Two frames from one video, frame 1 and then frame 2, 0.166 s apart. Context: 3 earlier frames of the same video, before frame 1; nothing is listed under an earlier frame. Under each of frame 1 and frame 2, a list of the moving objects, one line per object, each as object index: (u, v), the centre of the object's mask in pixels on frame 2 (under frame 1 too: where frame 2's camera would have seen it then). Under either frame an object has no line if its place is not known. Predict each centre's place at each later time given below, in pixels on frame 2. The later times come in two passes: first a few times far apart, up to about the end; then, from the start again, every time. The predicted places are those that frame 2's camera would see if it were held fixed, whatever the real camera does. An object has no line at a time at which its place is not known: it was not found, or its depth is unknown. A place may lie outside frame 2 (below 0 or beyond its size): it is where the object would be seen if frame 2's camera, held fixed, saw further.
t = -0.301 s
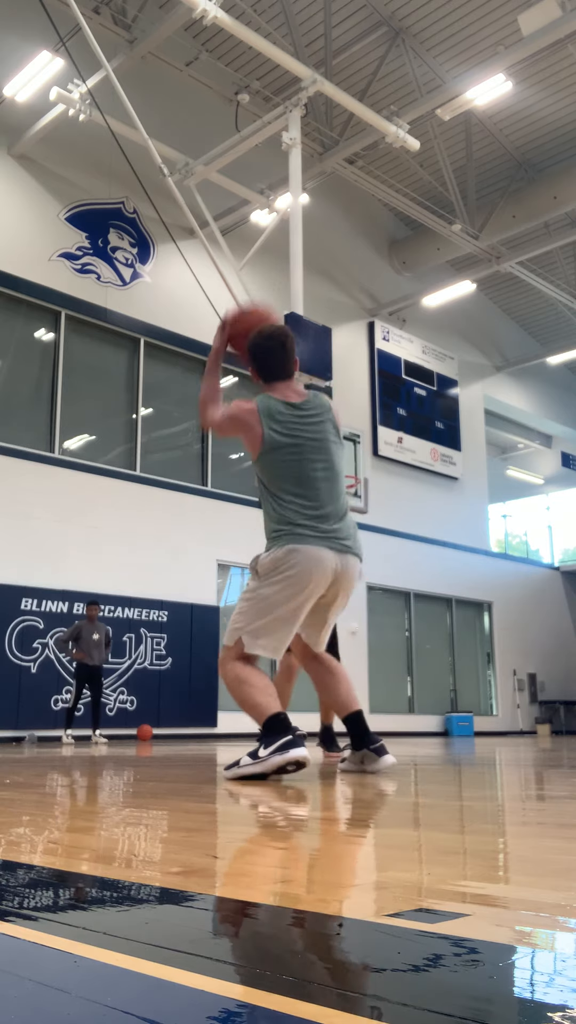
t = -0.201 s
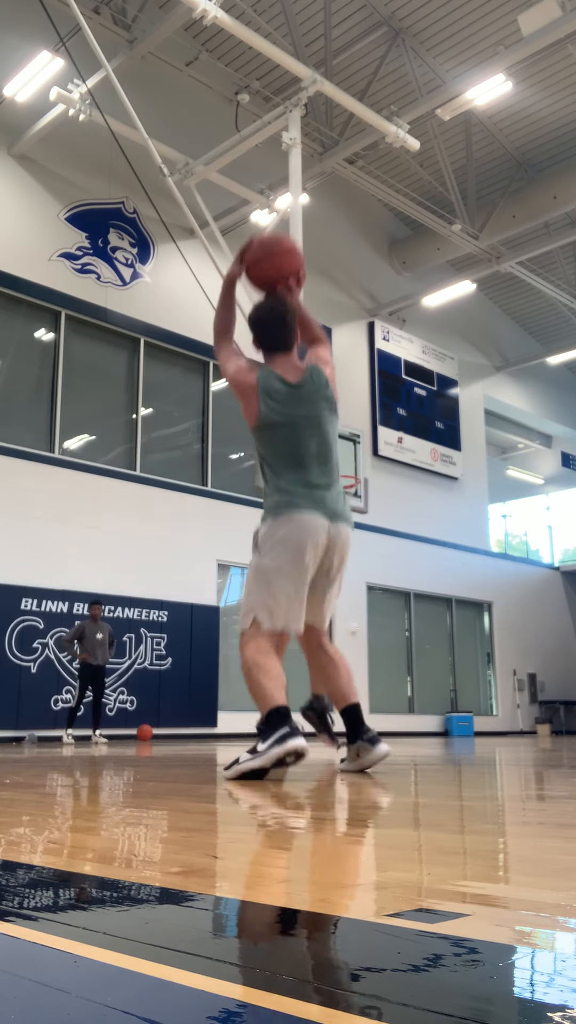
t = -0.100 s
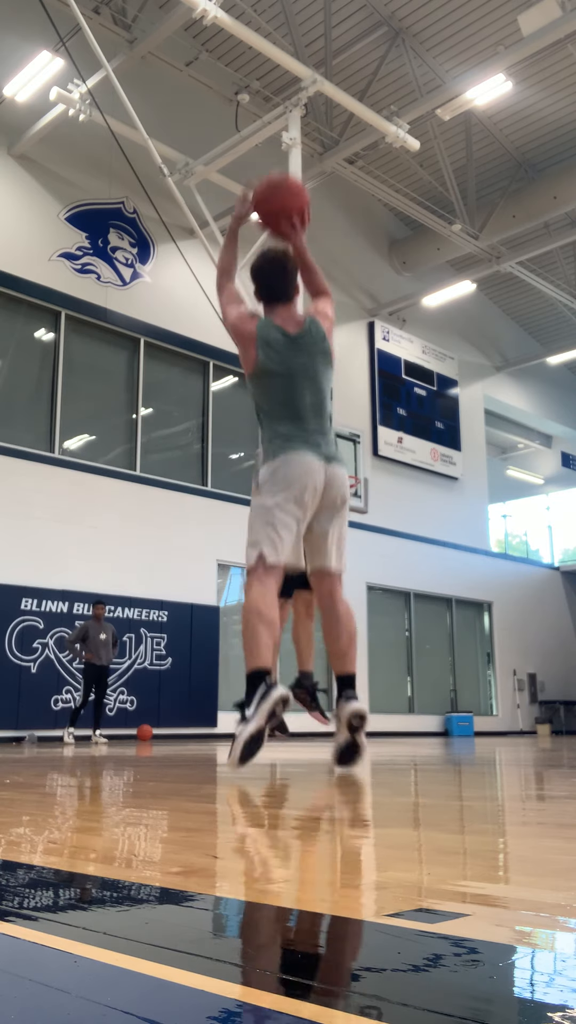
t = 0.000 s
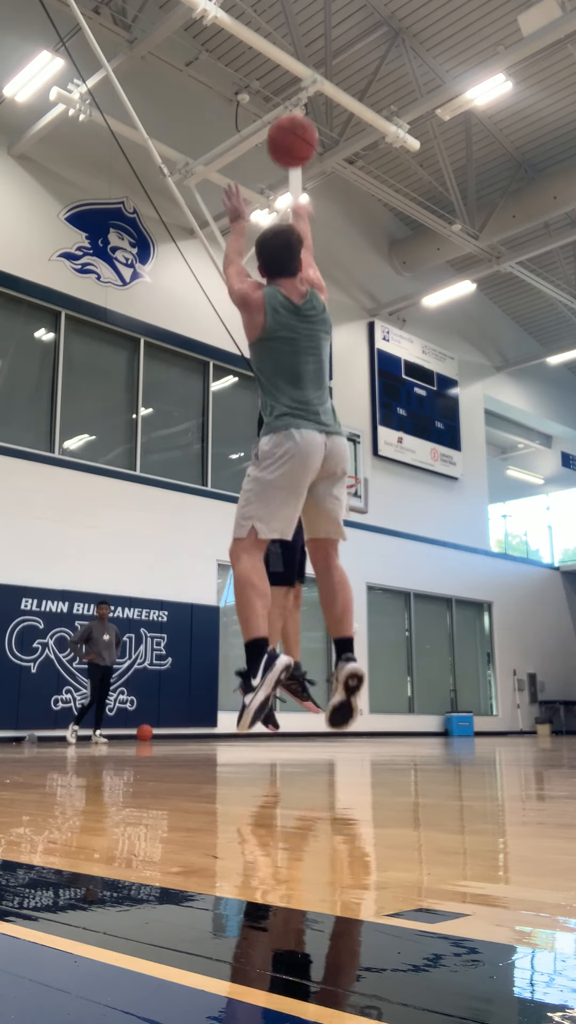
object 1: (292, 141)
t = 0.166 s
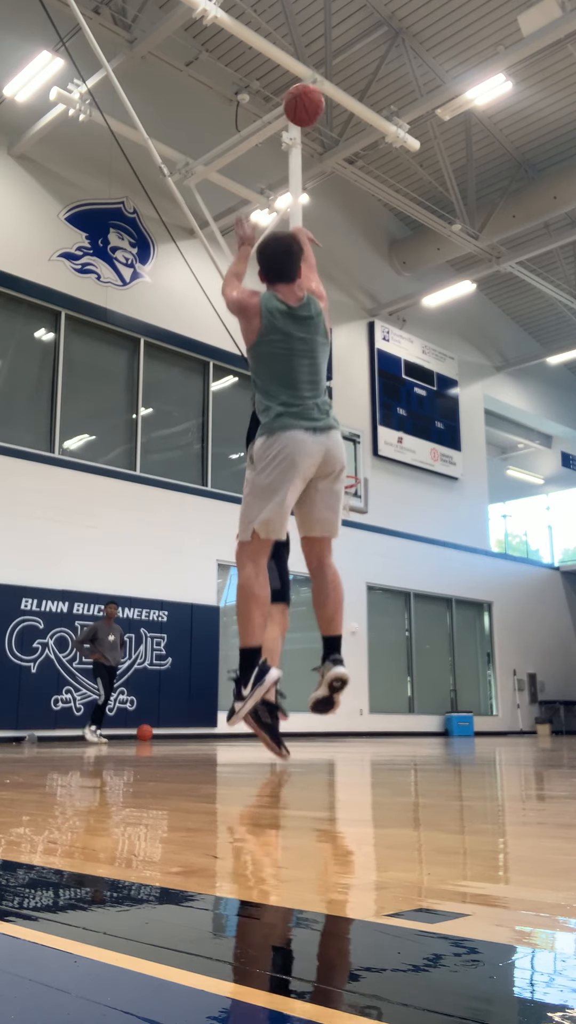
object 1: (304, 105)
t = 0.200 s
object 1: (306, 105)
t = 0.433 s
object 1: (315, 136)
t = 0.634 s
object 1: (320, 195)
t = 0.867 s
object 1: (325, 290)
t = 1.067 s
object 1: (328, 386)
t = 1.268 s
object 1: (334, 478)
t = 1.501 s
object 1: (378, 446)
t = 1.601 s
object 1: (399, 440)
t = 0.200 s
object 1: (306, 105)
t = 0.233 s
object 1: (307, 105)
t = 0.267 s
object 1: (309, 107)
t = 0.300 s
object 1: (311, 111)
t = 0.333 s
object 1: (312, 115)
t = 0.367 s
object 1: (313, 121)
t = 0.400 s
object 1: (314, 128)
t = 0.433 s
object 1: (315, 136)
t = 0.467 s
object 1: (316, 144)
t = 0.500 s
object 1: (317, 153)
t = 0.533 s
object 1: (318, 162)
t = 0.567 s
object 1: (319, 173)
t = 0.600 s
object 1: (319, 184)
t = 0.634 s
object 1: (320, 195)
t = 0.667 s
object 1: (321, 207)
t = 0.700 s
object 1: (322, 220)
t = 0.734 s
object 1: (322, 234)
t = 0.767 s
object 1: (323, 247)
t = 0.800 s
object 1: (324, 261)
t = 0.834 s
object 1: (324, 275)
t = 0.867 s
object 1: (325, 290)
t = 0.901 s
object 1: (326, 305)
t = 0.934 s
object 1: (326, 321)
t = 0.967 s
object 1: (326, 337)
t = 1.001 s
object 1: (327, 353)
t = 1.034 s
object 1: (328, 369)
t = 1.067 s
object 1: (328, 386)
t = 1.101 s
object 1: (329, 404)
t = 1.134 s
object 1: (329, 421)
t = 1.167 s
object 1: (329, 440)
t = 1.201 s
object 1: (329, 458)
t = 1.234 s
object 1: (331, 471)
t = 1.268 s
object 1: (334, 478)
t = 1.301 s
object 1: (339, 481)
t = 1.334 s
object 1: (345, 471)
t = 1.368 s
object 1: (351, 465)
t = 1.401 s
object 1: (358, 459)
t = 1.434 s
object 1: (364, 454)
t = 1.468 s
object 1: (371, 450)
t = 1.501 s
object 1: (378, 446)
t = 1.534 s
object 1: (384, 443)
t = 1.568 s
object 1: (392, 441)
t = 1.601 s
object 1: (399, 440)
